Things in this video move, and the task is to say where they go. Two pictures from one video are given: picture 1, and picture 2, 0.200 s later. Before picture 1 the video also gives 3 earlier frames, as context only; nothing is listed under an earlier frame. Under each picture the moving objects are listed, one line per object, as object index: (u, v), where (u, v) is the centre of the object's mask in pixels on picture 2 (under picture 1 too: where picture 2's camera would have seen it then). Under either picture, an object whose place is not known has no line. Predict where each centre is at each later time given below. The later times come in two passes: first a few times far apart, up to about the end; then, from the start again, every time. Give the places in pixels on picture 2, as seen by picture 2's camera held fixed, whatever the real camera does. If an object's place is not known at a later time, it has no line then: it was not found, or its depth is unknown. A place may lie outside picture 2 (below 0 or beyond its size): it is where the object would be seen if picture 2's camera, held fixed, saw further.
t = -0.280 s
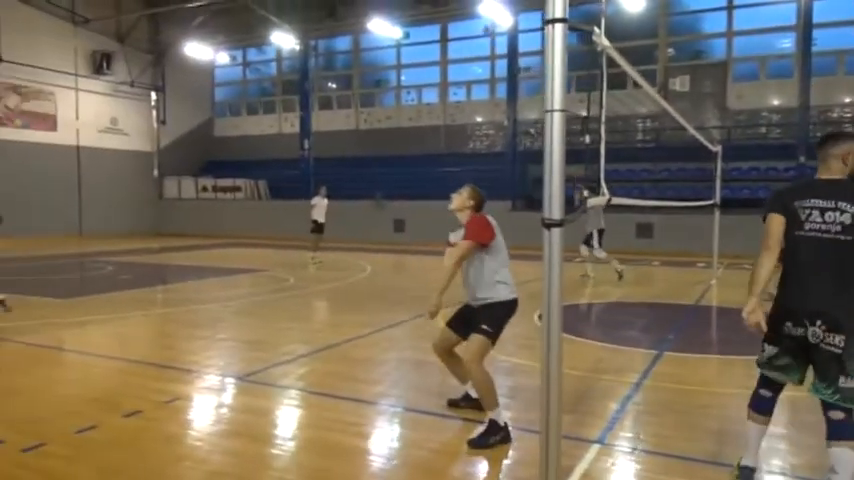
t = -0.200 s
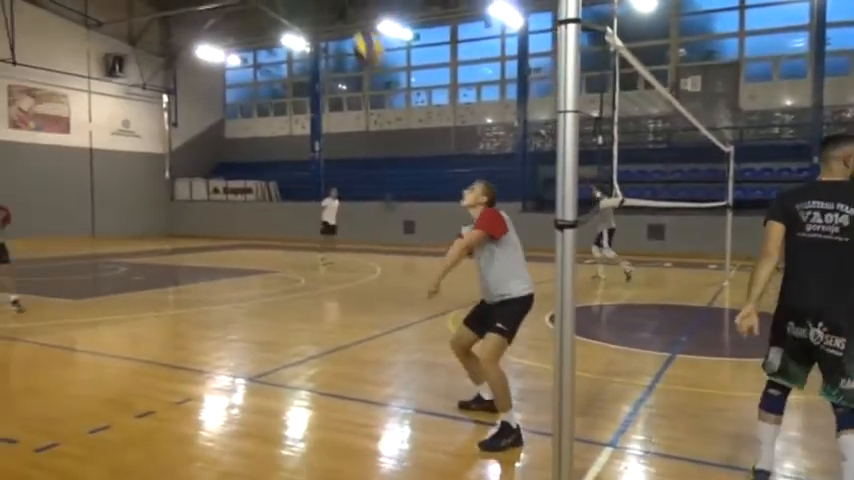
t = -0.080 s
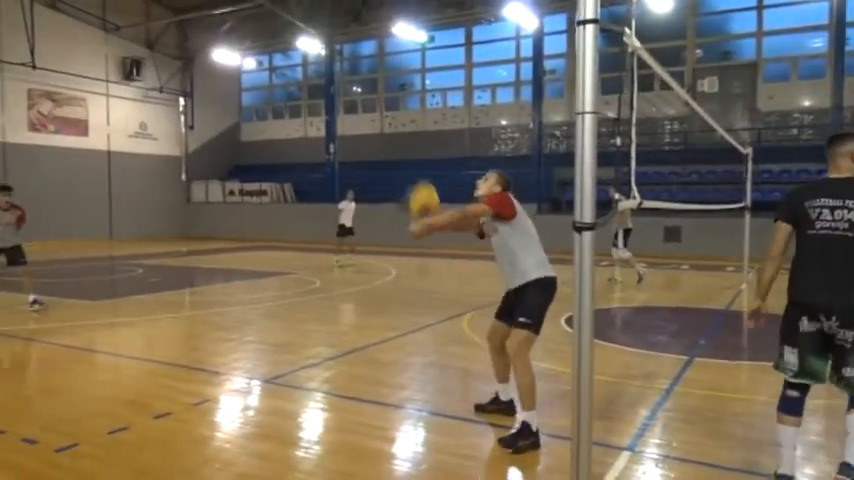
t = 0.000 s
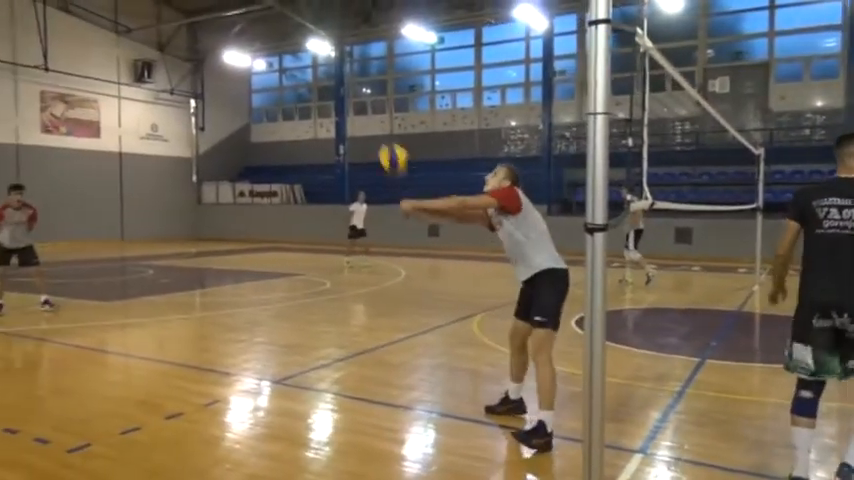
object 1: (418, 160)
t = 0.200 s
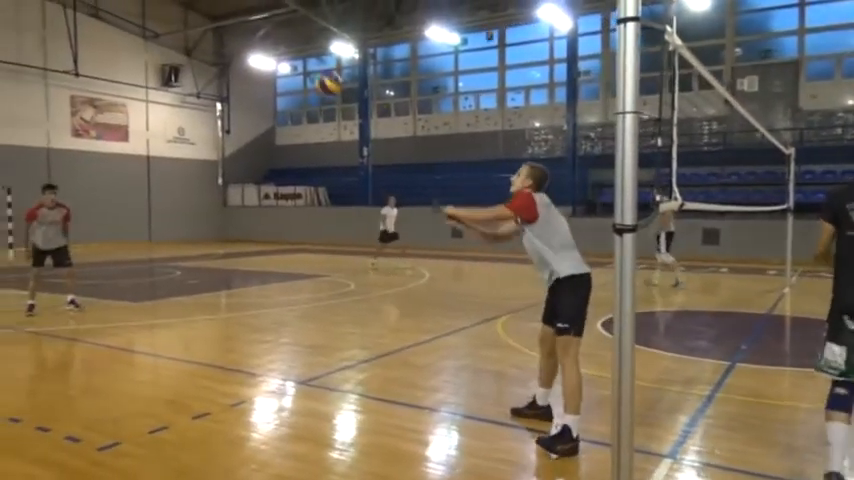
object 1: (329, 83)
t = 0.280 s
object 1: (301, 71)
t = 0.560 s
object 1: (230, 91)
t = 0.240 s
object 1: (315, 76)
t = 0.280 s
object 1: (301, 71)
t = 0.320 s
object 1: (289, 68)
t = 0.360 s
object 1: (279, 69)
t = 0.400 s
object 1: (268, 70)
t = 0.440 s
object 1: (256, 75)
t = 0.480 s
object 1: (247, 77)
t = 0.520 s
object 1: (240, 83)
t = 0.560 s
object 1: (230, 91)
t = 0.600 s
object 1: (223, 99)
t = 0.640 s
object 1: (217, 109)
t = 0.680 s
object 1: (209, 119)
